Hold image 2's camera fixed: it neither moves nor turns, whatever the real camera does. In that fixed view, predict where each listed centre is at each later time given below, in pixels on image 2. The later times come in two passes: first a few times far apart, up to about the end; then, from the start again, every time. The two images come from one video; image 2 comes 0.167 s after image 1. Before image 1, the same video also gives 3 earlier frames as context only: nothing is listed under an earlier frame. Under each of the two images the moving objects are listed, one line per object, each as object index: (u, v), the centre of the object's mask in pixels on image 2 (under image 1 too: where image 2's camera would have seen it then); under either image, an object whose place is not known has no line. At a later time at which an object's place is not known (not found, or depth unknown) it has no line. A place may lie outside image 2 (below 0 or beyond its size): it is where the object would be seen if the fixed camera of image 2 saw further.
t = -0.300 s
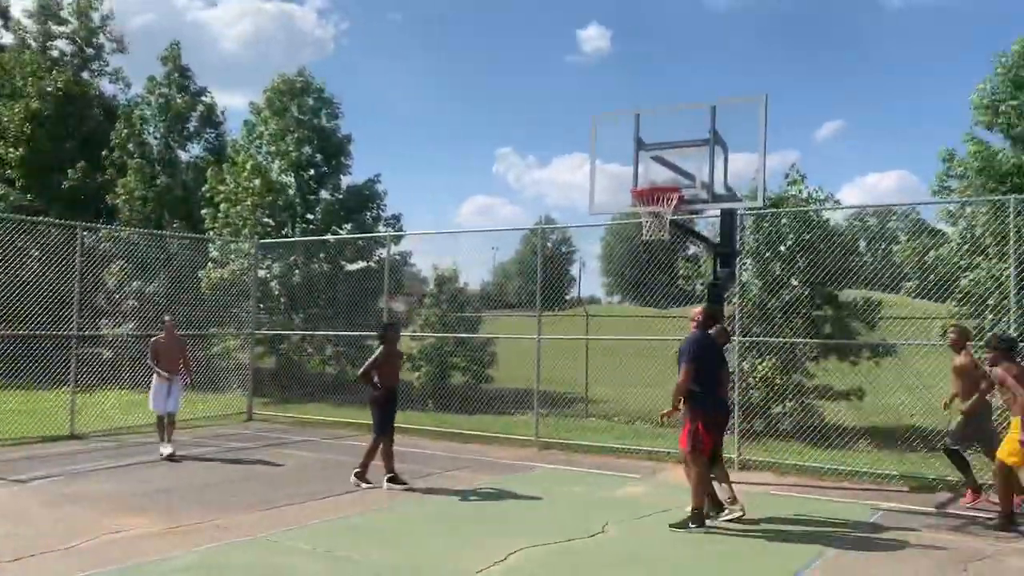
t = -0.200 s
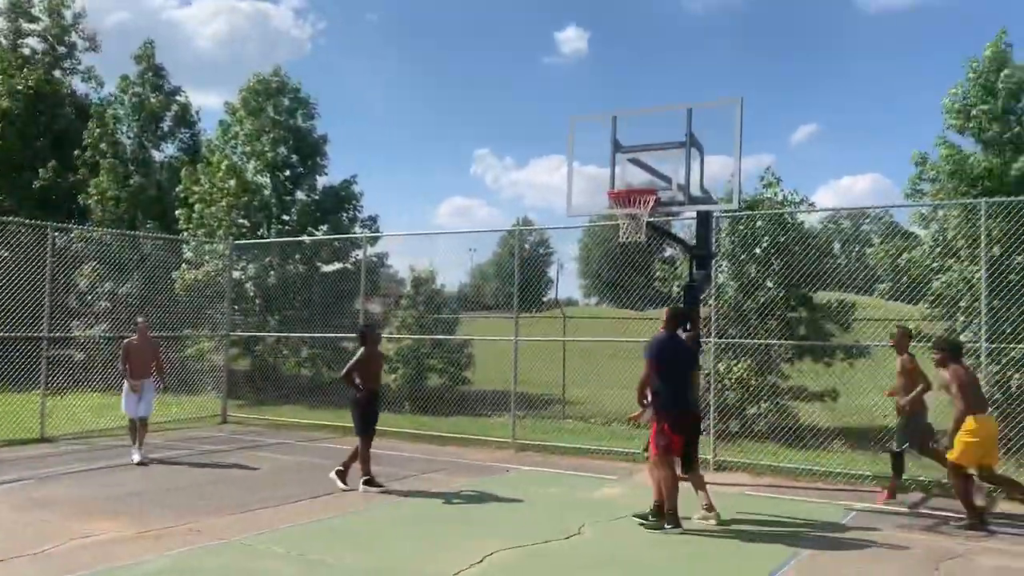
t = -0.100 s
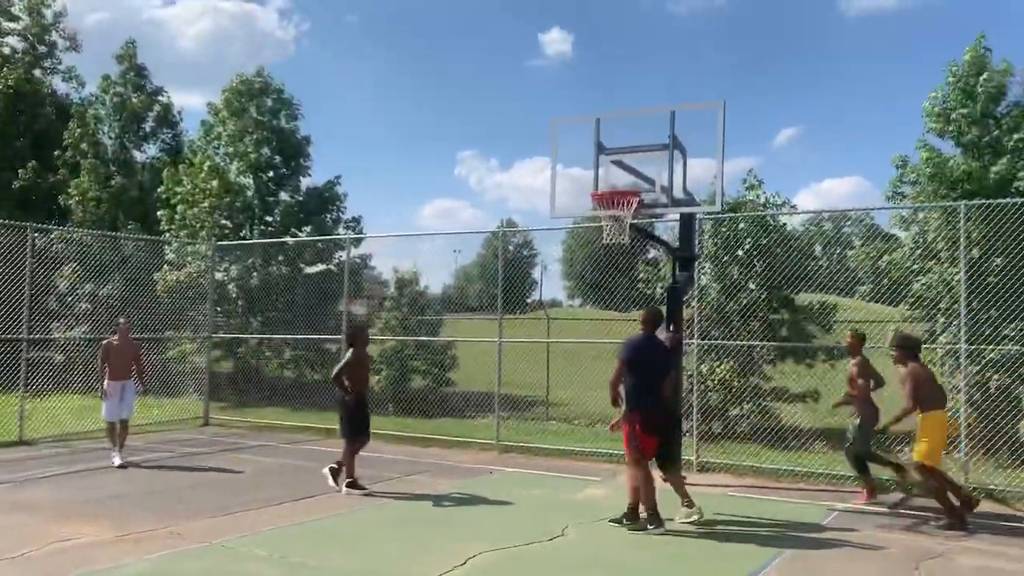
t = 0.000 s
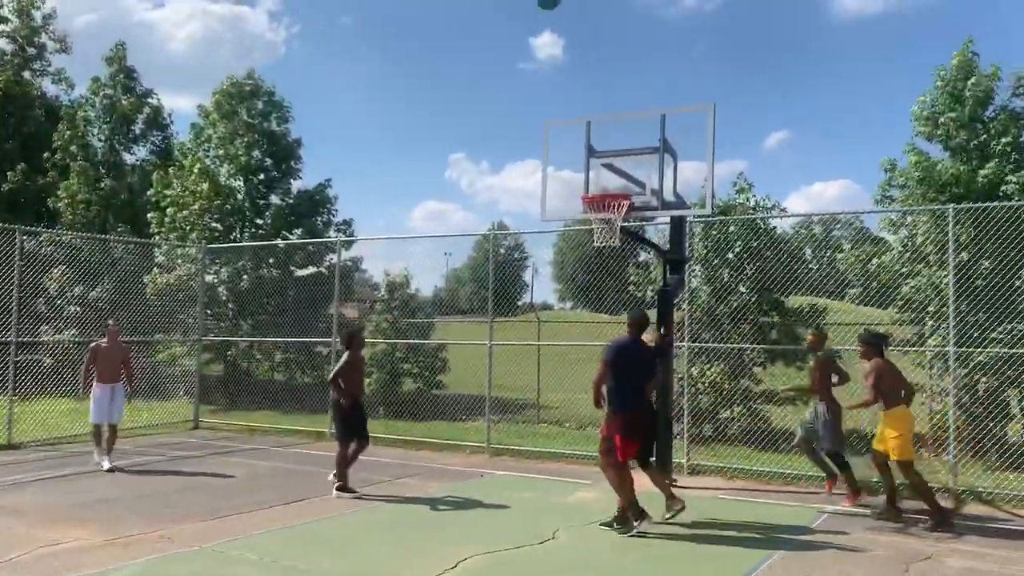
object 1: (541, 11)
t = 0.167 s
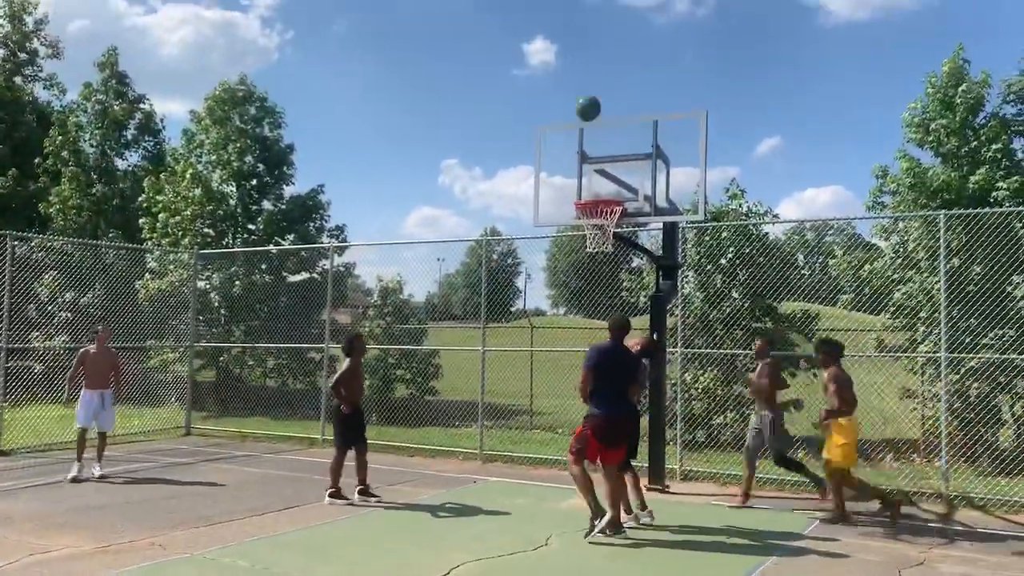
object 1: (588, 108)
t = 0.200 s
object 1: (597, 131)
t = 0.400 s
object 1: (597, 140)
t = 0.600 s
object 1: (554, 63)
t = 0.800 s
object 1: (511, 26)
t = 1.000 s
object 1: (465, 29)
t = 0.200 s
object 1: (597, 131)
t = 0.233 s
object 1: (606, 155)
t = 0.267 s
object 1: (614, 178)
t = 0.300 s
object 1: (618, 192)
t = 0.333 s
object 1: (611, 173)
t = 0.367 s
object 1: (604, 156)
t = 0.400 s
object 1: (597, 140)
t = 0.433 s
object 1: (590, 124)
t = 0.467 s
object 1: (582, 109)
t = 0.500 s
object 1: (575, 97)
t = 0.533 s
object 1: (568, 84)
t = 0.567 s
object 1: (561, 74)
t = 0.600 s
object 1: (554, 63)
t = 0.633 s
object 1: (547, 54)
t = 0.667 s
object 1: (540, 46)
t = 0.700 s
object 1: (532, 40)
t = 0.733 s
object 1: (525, 34)
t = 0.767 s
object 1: (518, 29)
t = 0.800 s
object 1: (511, 26)
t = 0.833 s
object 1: (504, 23)
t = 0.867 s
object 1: (495, 22)
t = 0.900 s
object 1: (488, 22)
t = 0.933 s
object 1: (480, 23)
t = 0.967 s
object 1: (472, 25)
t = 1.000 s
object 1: (465, 29)
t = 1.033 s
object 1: (457, 33)
